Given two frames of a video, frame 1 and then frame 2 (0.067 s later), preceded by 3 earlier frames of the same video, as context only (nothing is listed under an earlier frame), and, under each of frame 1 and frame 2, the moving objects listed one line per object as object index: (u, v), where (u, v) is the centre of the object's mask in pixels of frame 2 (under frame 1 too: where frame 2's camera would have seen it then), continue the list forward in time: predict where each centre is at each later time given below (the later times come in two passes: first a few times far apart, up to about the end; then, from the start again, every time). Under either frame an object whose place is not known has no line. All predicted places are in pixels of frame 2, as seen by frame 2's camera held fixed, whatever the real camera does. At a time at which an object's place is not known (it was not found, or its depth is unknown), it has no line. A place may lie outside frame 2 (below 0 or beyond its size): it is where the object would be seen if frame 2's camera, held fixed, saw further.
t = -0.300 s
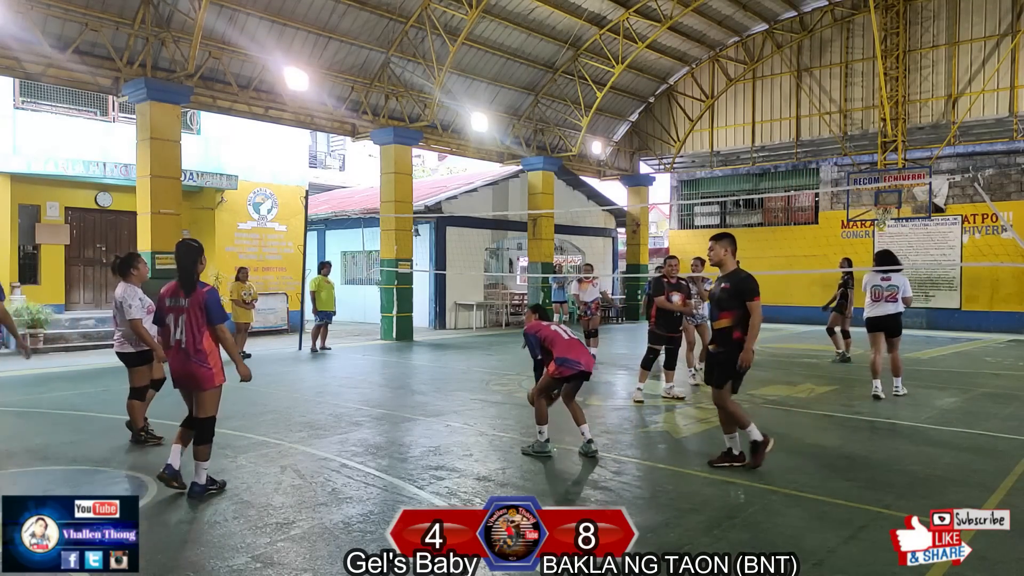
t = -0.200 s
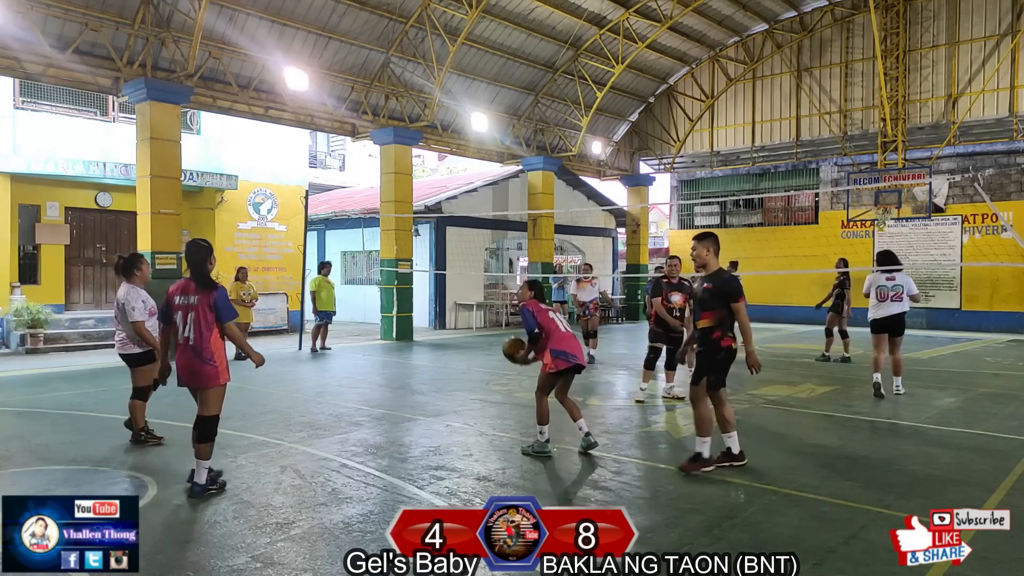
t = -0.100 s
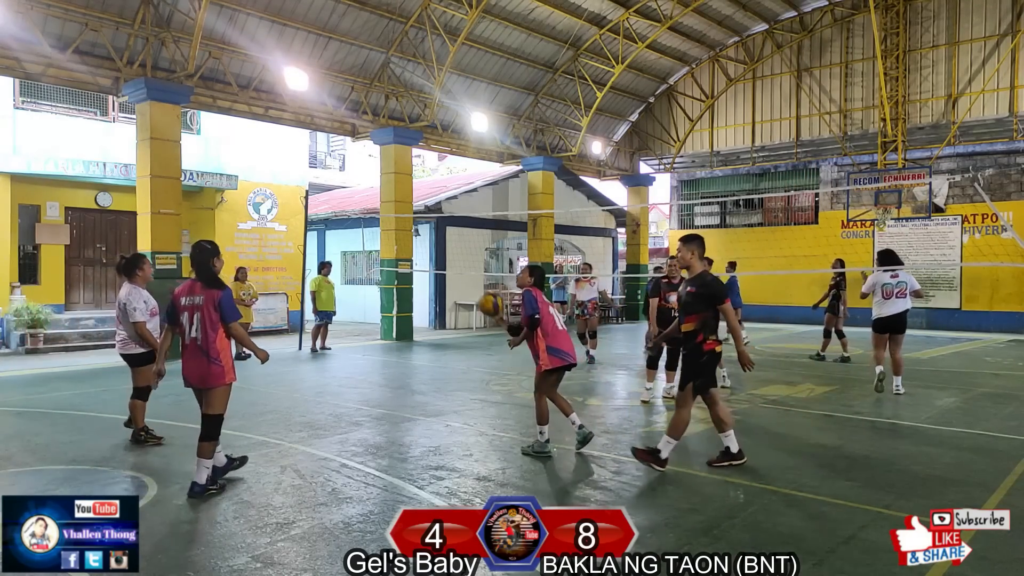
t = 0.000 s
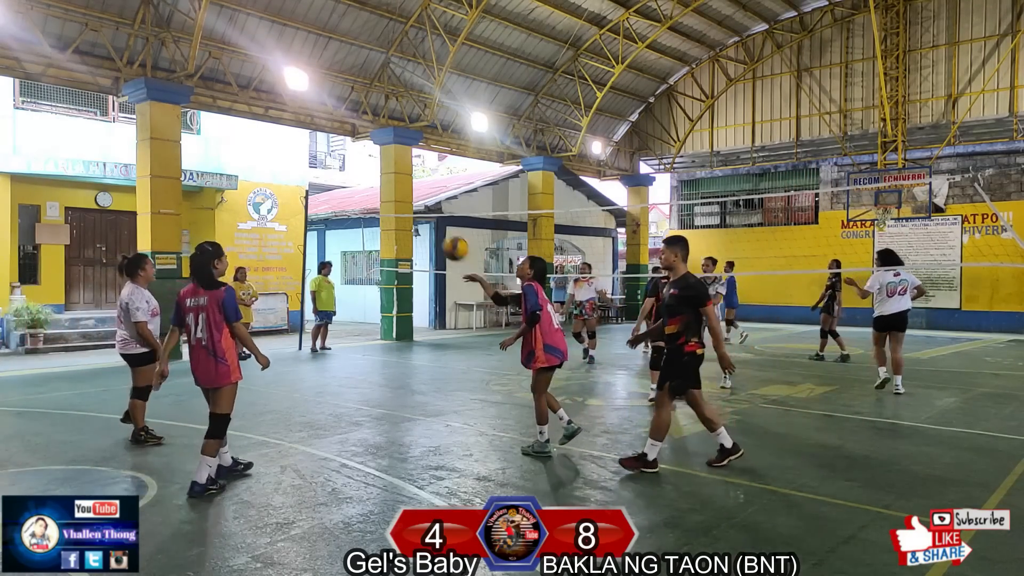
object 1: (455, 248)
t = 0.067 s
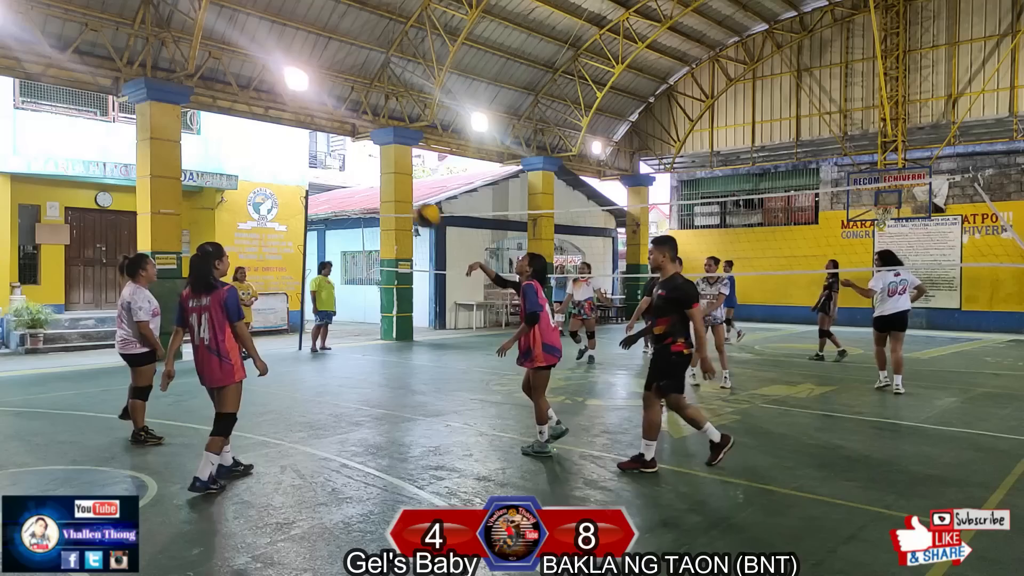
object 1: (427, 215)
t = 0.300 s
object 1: (313, 128)
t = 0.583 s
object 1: (141, 107)
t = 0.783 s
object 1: (4, 175)
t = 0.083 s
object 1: (419, 207)
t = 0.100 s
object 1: (413, 199)
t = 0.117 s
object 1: (404, 193)
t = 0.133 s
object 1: (397, 185)
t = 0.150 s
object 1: (390, 179)
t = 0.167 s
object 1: (381, 172)
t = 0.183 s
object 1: (373, 165)
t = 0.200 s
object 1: (364, 159)
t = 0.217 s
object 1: (356, 153)
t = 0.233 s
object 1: (348, 148)
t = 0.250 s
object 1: (339, 142)
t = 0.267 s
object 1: (331, 137)
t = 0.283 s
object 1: (322, 133)
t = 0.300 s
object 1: (313, 128)
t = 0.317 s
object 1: (304, 124)
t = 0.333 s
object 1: (296, 121)
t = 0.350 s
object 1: (286, 117)
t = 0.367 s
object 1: (276, 115)
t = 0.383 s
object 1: (266, 111)
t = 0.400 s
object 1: (256, 108)
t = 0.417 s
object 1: (247, 107)
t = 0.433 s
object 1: (236, 105)
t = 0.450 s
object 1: (226, 104)
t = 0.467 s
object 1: (215, 103)
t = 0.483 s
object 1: (205, 102)
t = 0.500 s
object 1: (195, 102)
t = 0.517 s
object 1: (184, 102)
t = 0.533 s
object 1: (174, 103)
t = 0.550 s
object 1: (163, 103)
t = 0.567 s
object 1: (152, 105)
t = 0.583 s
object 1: (141, 107)
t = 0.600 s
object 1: (129, 110)
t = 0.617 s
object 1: (117, 113)
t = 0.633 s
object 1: (105, 116)
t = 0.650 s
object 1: (93, 120)
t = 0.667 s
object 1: (81, 125)
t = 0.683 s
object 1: (68, 130)
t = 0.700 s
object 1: (55, 136)
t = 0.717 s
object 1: (43, 142)
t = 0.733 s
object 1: (29, 149)
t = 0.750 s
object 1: (17, 156)
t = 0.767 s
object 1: (10, 165)
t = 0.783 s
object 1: (4, 175)
